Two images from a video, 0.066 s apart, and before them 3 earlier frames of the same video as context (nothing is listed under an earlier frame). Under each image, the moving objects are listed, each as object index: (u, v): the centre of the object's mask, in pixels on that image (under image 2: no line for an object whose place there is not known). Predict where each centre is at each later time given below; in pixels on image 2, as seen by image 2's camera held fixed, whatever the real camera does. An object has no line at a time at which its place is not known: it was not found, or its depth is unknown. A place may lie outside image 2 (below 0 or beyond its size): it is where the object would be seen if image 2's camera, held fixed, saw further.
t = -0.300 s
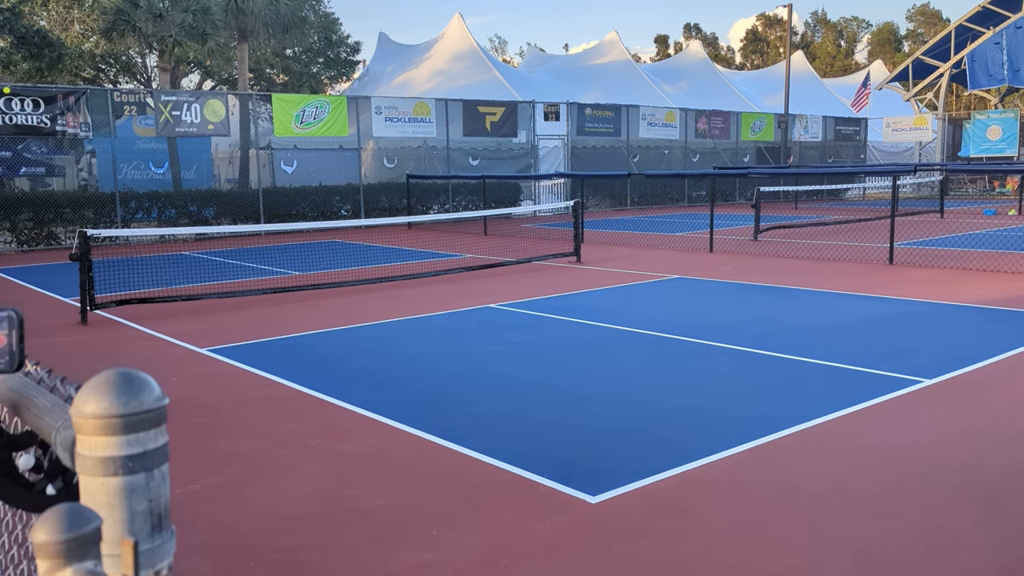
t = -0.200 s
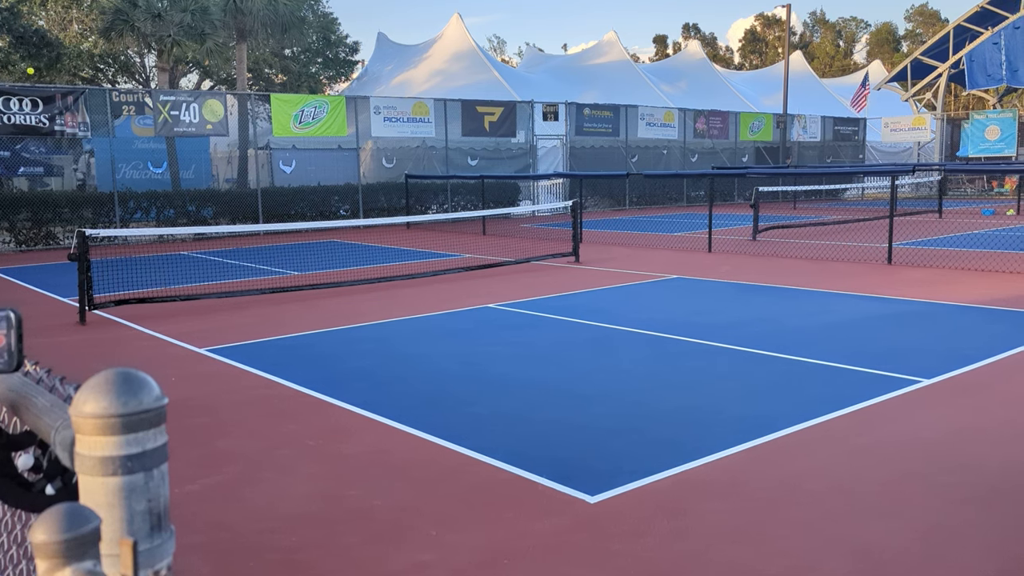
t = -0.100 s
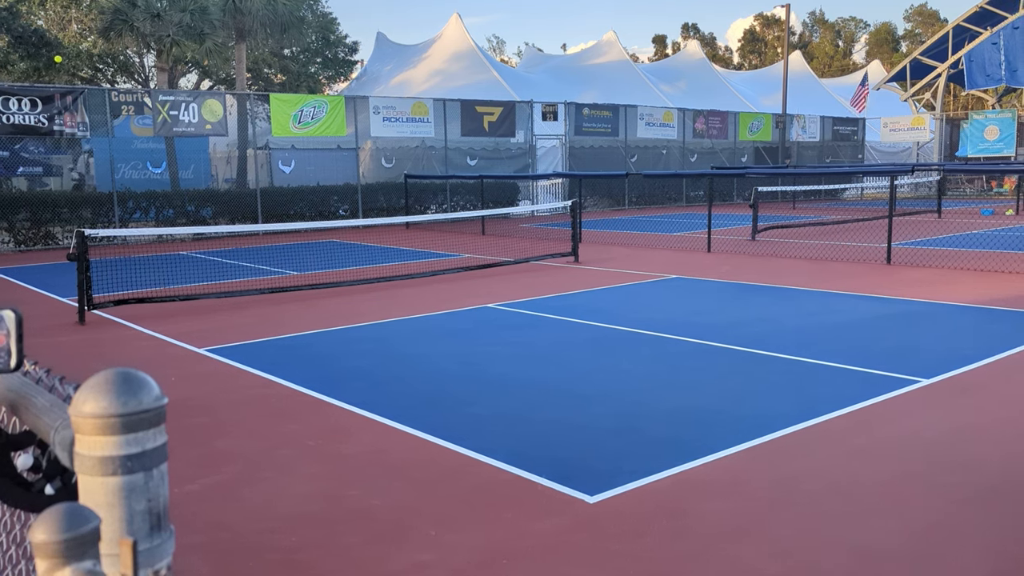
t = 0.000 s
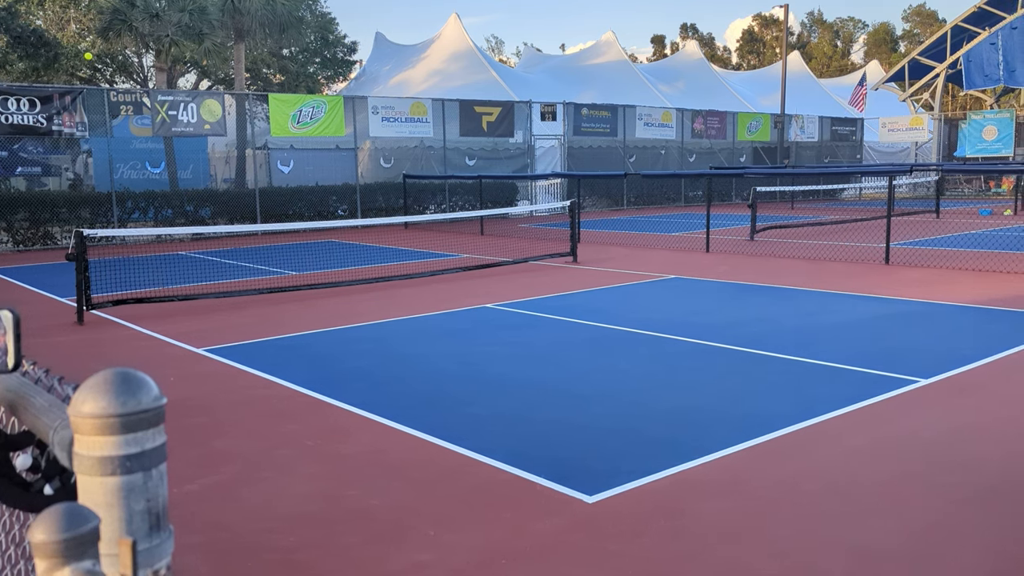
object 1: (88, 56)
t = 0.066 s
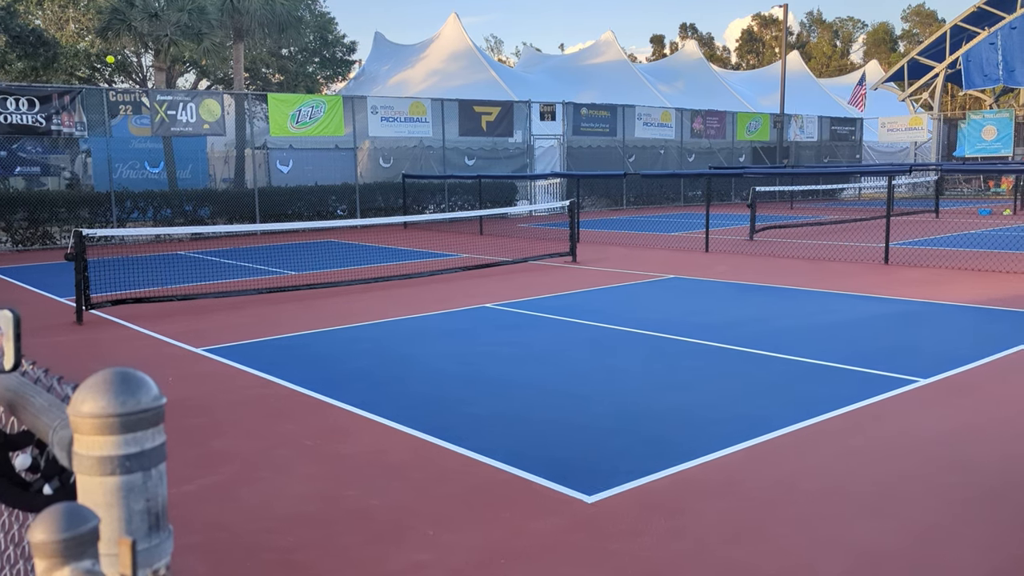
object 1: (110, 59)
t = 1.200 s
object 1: (603, 235)
